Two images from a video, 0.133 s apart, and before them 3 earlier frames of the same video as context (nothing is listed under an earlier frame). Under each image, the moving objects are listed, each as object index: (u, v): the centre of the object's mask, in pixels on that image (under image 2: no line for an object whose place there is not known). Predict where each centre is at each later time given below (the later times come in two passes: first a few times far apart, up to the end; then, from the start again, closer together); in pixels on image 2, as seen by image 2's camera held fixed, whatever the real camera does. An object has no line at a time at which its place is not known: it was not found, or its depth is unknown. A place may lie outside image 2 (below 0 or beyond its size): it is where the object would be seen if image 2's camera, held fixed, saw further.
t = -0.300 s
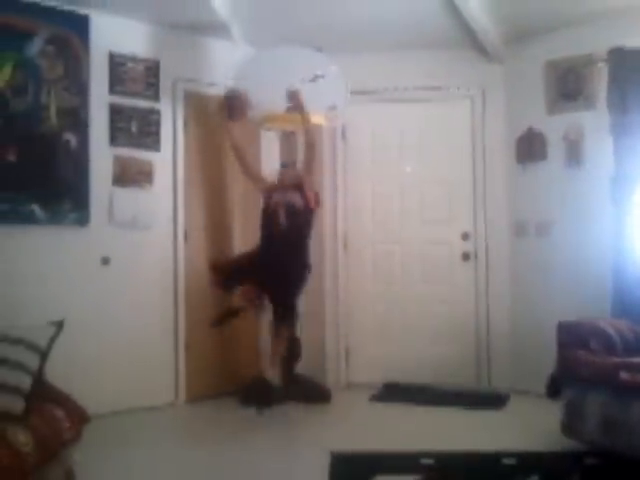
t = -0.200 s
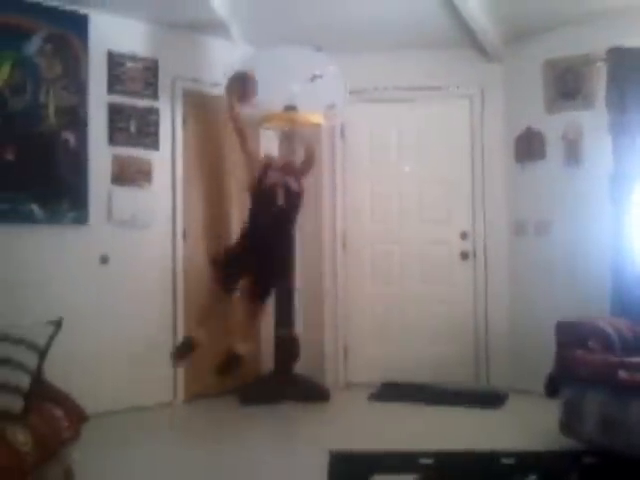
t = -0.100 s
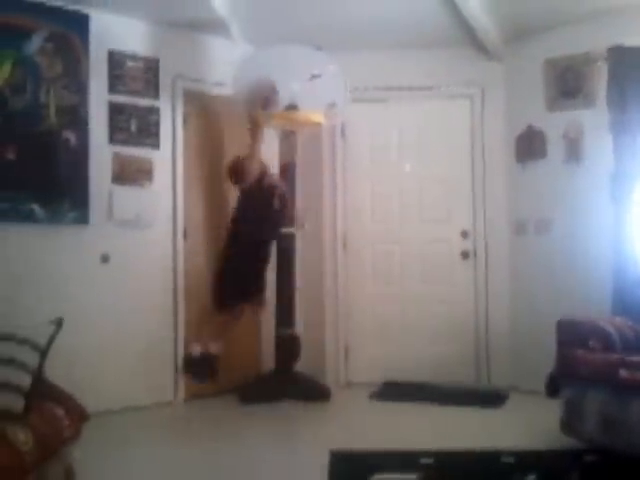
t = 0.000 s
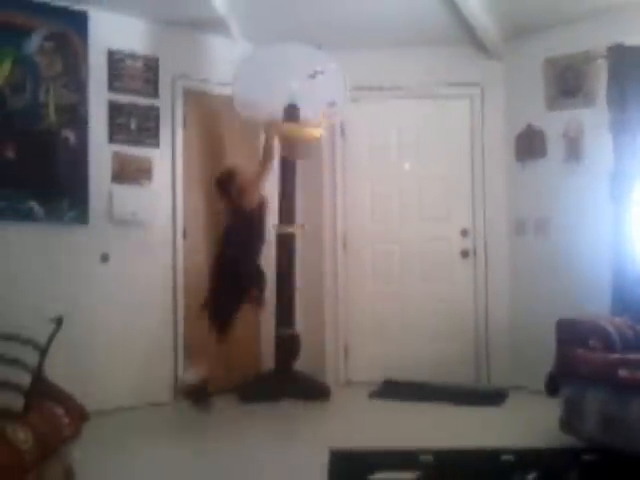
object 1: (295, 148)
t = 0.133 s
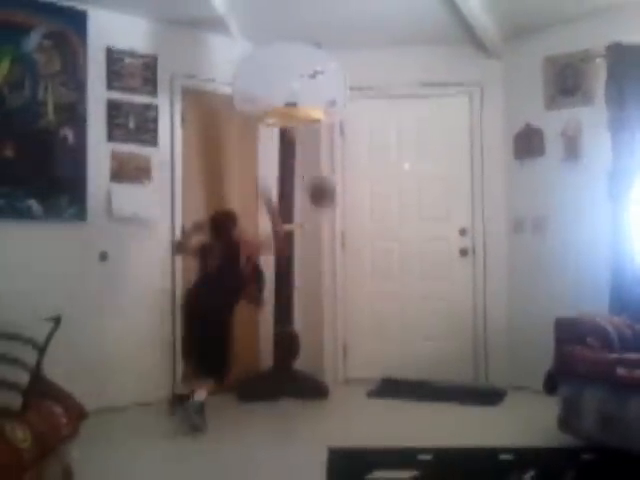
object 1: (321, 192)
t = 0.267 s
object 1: (346, 274)
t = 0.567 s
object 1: (377, 303)
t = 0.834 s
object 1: (388, 228)
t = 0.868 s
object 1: (389, 227)
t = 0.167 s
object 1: (326, 207)
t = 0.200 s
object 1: (334, 228)
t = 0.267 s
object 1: (346, 274)
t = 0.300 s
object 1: (353, 300)
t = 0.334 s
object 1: (358, 325)
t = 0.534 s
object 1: (376, 320)
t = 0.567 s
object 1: (377, 303)
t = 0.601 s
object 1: (378, 288)
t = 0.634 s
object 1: (379, 274)
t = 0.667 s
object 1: (380, 262)
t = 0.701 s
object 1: (382, 252)
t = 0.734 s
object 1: (383, 244)
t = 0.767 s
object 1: (384, 237)
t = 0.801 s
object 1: (386, 231)
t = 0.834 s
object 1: (388, 228)
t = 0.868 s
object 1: (389, 227)
